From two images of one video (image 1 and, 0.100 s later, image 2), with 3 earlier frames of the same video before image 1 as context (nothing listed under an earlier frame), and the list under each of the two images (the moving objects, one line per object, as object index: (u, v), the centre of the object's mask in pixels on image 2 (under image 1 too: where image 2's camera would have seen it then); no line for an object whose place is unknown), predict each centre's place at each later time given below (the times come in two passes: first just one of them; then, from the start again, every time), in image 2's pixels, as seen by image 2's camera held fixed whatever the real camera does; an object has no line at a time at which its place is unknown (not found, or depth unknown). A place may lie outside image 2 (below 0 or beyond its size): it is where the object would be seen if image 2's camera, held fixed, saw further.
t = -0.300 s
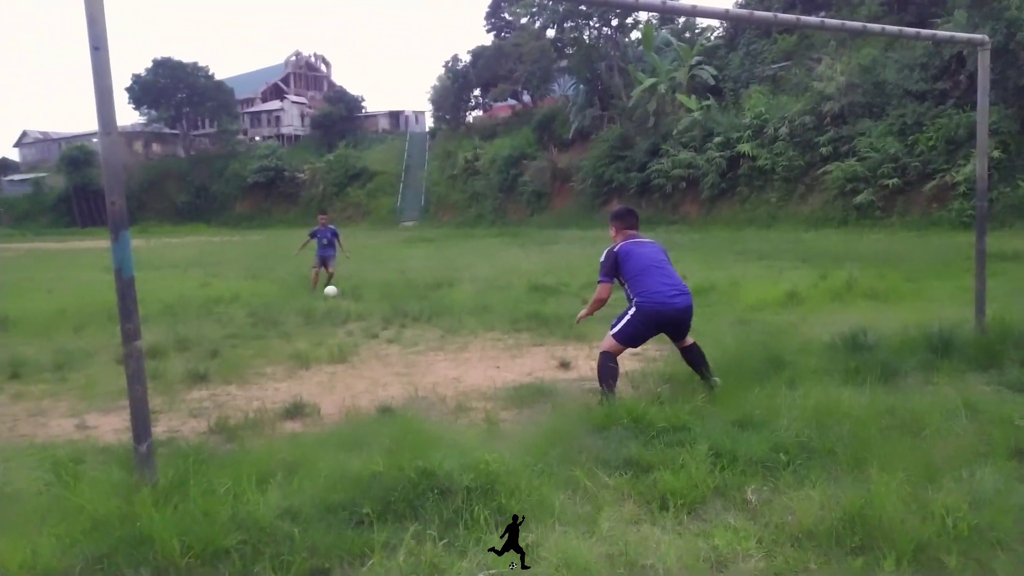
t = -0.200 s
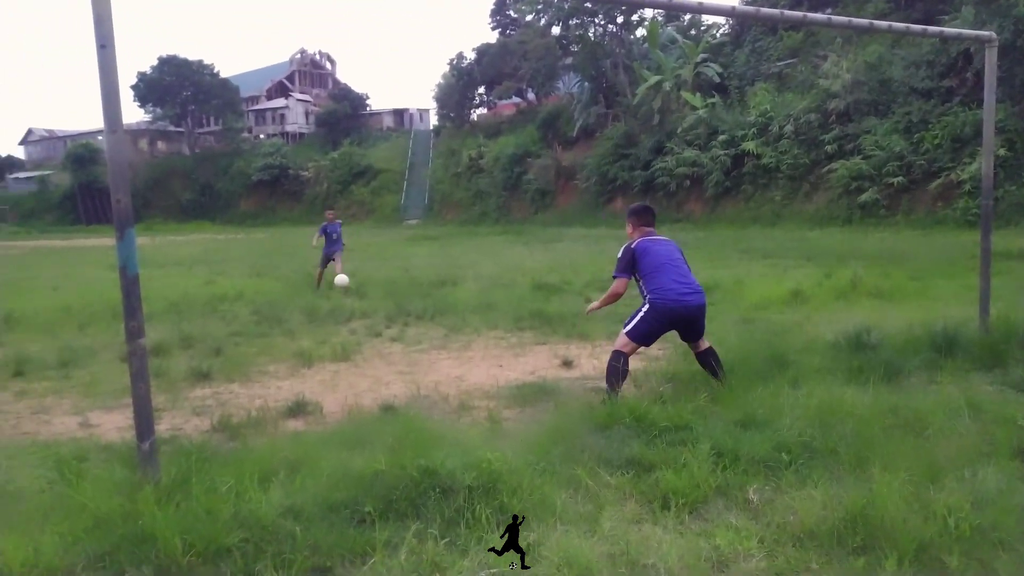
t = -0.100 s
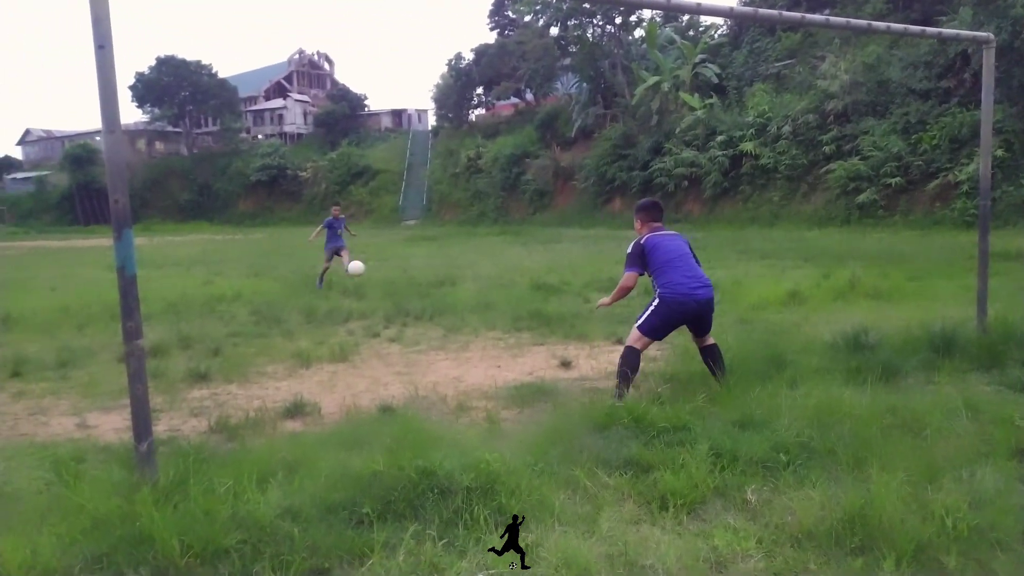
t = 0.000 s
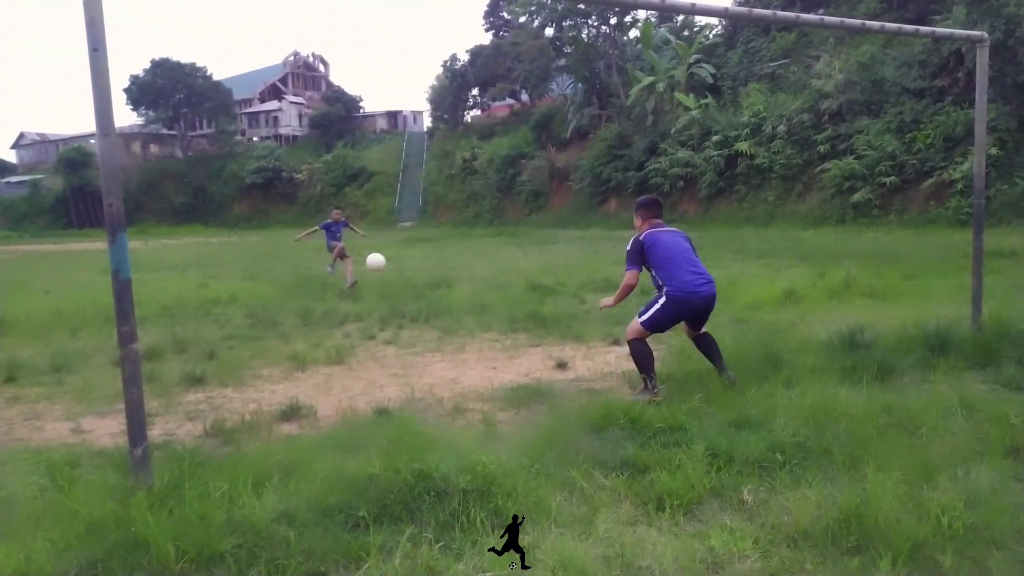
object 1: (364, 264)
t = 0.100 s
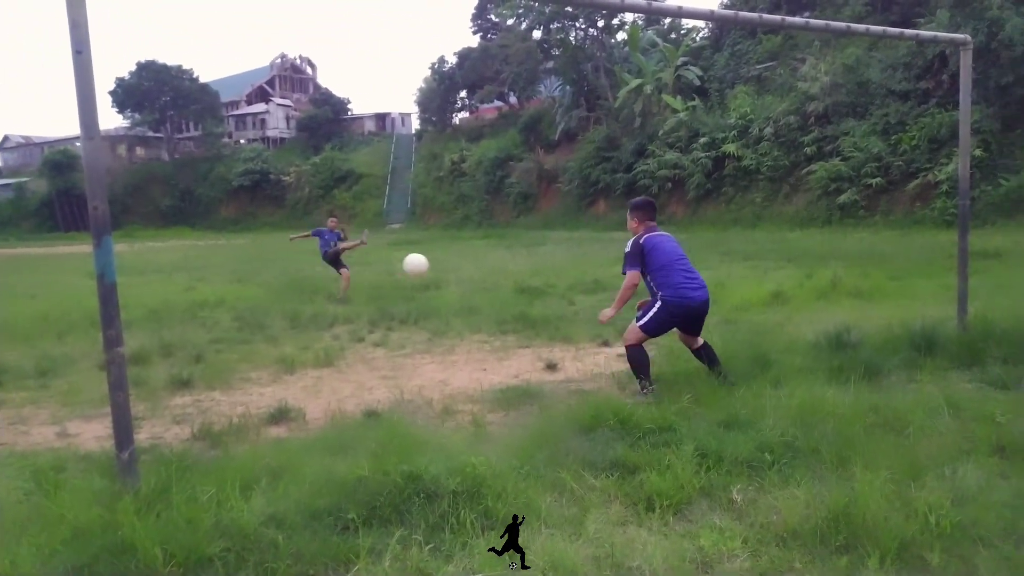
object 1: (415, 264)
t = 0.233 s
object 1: (507, 292)
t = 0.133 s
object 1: (434, 268)
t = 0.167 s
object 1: (454, 274)
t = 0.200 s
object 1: (478, 281)
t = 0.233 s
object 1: (507, 292)
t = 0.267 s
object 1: (541, 306)
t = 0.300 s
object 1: (584, 326)
